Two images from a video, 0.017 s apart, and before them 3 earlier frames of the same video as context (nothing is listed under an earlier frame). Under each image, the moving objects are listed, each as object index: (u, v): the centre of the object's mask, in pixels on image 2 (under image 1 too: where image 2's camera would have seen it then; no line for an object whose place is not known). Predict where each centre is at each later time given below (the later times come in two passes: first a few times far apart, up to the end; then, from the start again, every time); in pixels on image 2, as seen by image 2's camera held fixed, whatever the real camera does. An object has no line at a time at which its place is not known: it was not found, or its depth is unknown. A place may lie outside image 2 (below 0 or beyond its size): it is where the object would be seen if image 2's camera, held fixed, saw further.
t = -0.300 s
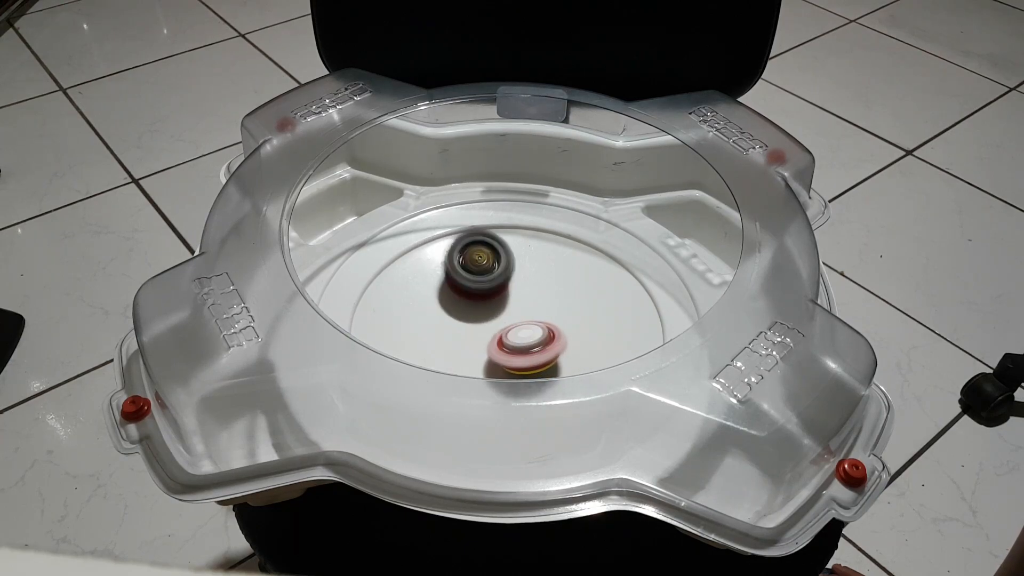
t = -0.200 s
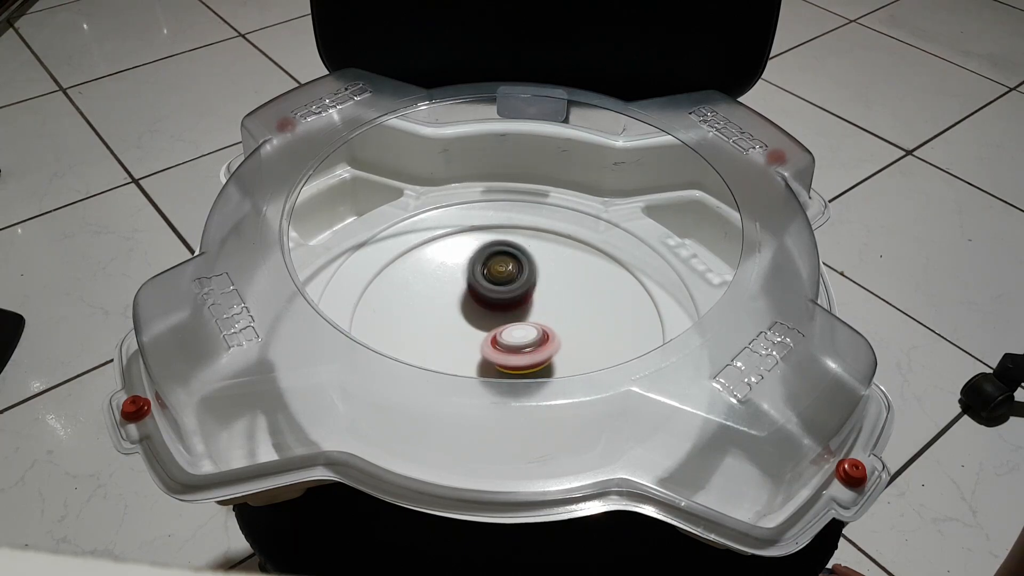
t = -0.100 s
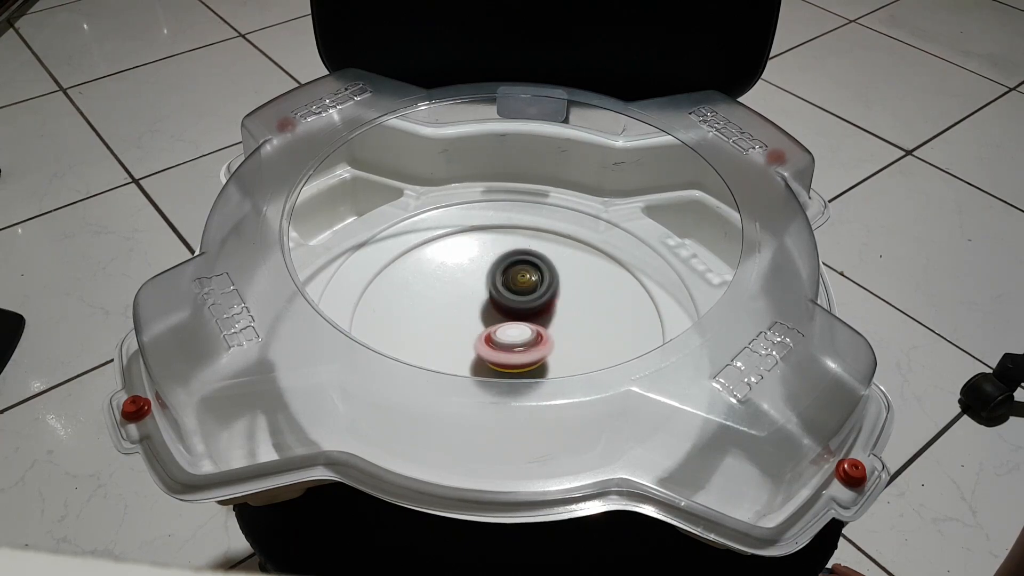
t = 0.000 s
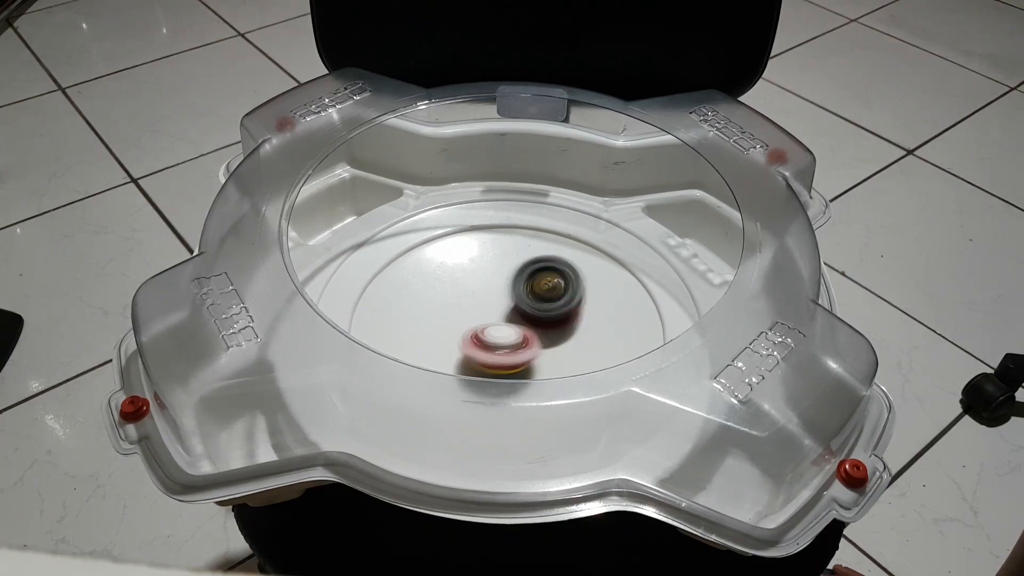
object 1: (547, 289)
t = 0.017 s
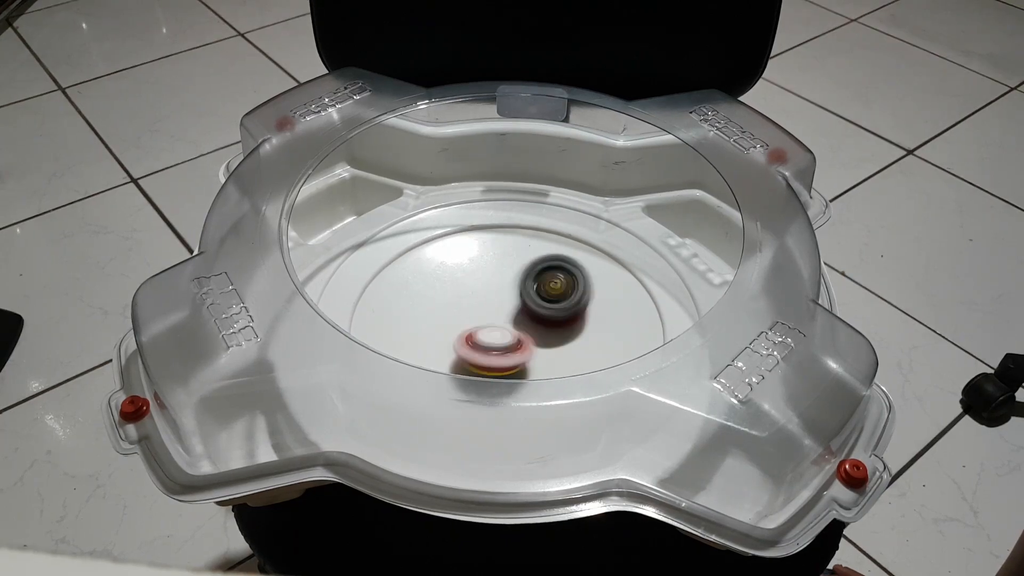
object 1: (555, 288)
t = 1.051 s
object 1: (510, 357)
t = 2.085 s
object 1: (463, 293)
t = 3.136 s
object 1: (550, 334)
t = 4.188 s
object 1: (455, 349)
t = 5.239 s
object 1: (551, 277)
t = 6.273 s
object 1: (487, 356)
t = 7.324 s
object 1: (509, 286)
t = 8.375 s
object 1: (513, 337)
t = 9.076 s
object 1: (537, 295)
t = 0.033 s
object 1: (561, 287)
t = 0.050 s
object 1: (567, 287)
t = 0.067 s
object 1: (571, 286)
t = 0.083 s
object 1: (575, 286)
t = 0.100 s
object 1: (579, 286)
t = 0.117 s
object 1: (582, 286)
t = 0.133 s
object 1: (585, 286)
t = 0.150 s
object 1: (587, 285)
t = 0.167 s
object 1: (589, 286)
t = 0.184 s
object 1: (590, 287)
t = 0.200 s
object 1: (591, 287)
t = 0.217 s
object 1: (592, 287)
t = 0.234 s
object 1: (593, 288)
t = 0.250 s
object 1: (593, 288)
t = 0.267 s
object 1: (593, 289)
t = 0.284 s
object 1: (594, 290)
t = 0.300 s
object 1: (593, 291)
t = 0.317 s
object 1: (593, 293)
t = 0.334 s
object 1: (592, 293)
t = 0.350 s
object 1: (591, 295)
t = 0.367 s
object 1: (590, 295)
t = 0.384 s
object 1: (588, 297)
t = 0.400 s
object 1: (587, 298)
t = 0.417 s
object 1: (585, 300)
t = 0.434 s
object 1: (584, 301)
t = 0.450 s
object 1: (582, 303)
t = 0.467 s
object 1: (580, 306)
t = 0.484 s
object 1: (579, 307)
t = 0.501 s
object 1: (577, 310)
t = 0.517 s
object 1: (576, 312)
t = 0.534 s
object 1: (574, 315)
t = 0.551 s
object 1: (573, 317)
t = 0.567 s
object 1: (570, 321)
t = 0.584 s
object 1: (569, 323)
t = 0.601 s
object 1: (566, 325)
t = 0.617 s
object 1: (564, 328)
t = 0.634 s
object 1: (562, 330)
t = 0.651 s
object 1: (559, 332)
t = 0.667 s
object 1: (557, 334)
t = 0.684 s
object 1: (554, 336)
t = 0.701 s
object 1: (551, 337)
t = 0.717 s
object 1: (548, 340)
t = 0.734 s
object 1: (546, 341)
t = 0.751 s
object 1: (543, 343)
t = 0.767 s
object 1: (540, 345)
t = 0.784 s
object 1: (538, 346)
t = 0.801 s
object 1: (536, 349)
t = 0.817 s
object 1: (534, 350)
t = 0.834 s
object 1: (533, 352)
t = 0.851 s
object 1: (531, 353)
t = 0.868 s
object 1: (529, 354)
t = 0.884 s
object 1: (528, 355)
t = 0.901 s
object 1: (526, 356)
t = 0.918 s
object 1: (525, 356)
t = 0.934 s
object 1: (523, 357)
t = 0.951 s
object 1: (522, 357)
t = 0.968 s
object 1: (519, 357)
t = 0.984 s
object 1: (518, 357)
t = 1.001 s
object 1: (515, 357)
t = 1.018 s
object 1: (514, 357)
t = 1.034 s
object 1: (512, 358)
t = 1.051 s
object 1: (510, 357)
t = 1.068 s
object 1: (508, 358)
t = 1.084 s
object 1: (506, 357)
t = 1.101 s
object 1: (504, 358)
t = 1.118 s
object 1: (501, 358)
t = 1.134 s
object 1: (500, 357)
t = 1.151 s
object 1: (498, 357)
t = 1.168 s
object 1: (496, 356)
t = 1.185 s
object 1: (494, 356)
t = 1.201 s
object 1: (493, 355)
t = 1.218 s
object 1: (491, 355)
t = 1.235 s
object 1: (489, 354)
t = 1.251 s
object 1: (487, 354)
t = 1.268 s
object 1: (484, 353)
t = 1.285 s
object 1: (482, 353)
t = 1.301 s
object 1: (480, 351)
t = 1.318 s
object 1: (479, 351)
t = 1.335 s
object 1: (477, 349)
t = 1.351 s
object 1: (476, 349)
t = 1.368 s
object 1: (474, 346)
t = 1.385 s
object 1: (472, 346)
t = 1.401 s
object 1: (471, 344)
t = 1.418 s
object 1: (470, 342)
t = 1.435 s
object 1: (468, 341)
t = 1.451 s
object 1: (468, 340)
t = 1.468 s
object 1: (467, 339)
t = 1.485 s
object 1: (467, 337)
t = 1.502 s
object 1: (466, 336)
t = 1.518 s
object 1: (466, 334)
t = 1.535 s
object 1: (465, 333)
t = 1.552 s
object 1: (465, 331)
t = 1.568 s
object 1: (465, 330)
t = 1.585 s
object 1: (465, 328)
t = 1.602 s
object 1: (464, 327)
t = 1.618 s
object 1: (464, 325)
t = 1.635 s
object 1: (464, 323)
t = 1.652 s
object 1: (463, 322)
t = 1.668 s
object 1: (462, 321)
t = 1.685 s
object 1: (461, 320)
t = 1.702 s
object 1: (461, 319)
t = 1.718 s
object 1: (460, 318)
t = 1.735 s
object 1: (460, 317)
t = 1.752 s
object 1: (460, 316)
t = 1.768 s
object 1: (460, 315)
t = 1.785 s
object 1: (460, 314)
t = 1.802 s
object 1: (459, 314)
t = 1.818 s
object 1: (458, 312)
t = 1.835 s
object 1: (459, 312)
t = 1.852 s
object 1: (458, 310)
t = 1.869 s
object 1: (459, 310)
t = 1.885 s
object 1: (459, 308)
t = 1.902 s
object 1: (460, 308)
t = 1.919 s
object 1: (460, 306)
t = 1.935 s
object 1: (461, 306)
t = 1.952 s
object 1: (460, 304)
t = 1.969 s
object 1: (459, 302)
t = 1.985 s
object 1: (459, 301)
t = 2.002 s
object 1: (459, 299)
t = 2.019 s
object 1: (460, 298)
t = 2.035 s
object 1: (460, 296)
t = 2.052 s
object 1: (461, 295)
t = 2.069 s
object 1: (462, 294)
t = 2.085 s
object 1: (463, 293)
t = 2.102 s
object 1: (465, 292)
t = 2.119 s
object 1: (466, 291)
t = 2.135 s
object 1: (468, 291)
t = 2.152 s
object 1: (469, 290)
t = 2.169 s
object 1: (472, 290)
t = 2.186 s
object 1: (473, 289)
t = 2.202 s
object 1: (476, 289)
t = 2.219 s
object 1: (477, 288)
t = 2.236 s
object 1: (480, 288)
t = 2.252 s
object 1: (482, 288)
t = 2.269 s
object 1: (484, 288)
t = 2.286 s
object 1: (486, 288)
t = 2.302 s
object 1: (489, 288)
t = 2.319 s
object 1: (491, 288)
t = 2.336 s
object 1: (494, 288)
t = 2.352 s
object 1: (496, 289)
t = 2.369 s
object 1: (498, 289)
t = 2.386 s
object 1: (500, 289)
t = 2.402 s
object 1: (503, 290)
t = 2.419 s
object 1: (505, 290)
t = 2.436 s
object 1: (507, 291)
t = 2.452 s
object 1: (509, 293)
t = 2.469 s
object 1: (511, 293)
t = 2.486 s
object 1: (513, 294)
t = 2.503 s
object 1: (516, 294)
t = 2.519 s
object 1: (518, 295)
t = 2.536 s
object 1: (520, 296)
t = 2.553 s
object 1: (522, 297)
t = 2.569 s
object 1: (525, 297)
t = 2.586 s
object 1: (527, 298)
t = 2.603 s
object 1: (531, 298)
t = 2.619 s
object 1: (533, 299)
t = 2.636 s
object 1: (536, 299)
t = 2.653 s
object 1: (538, 300)
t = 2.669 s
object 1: (541, 300)
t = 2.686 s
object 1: (543, 300)
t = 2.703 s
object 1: (545, 301)
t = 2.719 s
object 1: (547, 302)
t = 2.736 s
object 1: (548, 302)
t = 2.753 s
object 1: (550, 304)
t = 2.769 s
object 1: (551, 304)
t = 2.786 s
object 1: (552, 306)
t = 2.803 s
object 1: (553, 306)
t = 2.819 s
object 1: (554, 308)
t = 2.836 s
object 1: (555, 309)
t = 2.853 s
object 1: (556, 311)
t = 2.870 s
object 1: (556, 312)
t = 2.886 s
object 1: (557, 313)
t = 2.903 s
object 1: (556, 314)
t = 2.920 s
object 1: (557, 315)
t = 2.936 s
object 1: (556, 318)
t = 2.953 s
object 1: (556, 318)
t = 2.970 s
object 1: (555, 320)
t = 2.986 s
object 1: (555, 321)
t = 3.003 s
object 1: (554, 323)
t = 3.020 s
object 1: (554, 324)
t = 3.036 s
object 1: (553, 326)
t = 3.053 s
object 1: (553, 327)
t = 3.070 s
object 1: (551, 329)
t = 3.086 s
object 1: (551, 330)
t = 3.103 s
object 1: (551, 331)
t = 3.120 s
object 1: (550, 332)
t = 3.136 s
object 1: (550, 334)
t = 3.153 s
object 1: (549, 335)
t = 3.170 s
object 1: (548, 336)
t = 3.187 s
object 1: (547, 337)
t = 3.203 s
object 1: (546, 338)
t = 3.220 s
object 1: (543, 339)
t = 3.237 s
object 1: (542, 340)
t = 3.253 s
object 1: (540, 341)
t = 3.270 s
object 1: (538, 341)
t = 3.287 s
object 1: (536, 343)
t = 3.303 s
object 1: (538, 344)
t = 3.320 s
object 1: (543, 346)
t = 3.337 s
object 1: (548, 347)
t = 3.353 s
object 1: (551, 348)
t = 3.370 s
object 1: (555, 350)
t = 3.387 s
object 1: (556, 351)
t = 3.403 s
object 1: (558, 352)
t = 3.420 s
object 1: (558, 352)
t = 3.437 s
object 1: (559, 354)
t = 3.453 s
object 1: (558, 355)
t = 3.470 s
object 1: (558, 356)
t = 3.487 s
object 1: (557, 357)
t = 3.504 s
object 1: (556, 358)
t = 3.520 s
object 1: (555, 359)
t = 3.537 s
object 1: (554, 360)
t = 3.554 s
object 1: (552, 361)
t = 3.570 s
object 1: (550, 362)
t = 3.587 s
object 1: (549, 363)
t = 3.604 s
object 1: (547, 364)
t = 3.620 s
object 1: (545, 364)
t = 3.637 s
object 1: (543, 365)
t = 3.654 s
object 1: (540, 366)
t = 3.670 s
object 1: (538, 367)
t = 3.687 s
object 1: (536, 367)
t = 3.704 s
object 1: (534, 368)
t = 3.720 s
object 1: (530, 368)
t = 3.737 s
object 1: (528, 369)
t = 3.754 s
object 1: (526, 369)
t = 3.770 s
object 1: (522, 369)
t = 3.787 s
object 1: (520, 369)
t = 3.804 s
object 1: (517, 369)
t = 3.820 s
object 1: (514, 370)
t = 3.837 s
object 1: (511, 370)
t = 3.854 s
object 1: (508, 369)
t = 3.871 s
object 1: (505, 369)
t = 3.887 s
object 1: (502, 369)
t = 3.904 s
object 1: (499, 369)
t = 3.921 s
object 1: (496, 368)
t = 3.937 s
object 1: (493, 368)
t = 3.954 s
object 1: (490, 367)
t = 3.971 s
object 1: (487, 366)
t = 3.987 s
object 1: (483, 365)
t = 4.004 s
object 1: (480, 364)
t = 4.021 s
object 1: (478, 364)
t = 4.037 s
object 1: (475, 362)
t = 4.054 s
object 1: (472, 361)
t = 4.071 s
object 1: (469, 360)
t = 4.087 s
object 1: (467, 359)
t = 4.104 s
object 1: (464, 357)
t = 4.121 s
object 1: (462, 356)
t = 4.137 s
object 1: (461, 355)
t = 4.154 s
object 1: (459, 352)
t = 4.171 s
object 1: (457, 351)
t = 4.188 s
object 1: (455, 349)
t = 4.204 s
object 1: (454, 348)
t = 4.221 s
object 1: (452, 345)
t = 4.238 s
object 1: (451, 342)
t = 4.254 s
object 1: (450, 340)
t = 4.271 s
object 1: (449, 337)
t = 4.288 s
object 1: (448, 335)
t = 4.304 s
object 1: (447, 332)
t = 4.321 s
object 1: (447, 329)
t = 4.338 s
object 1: (447, 327)
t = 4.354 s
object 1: (446, 324)
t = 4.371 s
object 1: (446, 321)
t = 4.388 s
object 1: (446, 319)
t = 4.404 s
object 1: (447, 317)
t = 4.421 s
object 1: (447, 314)
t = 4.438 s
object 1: (447, 311)
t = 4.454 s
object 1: (448, 309)
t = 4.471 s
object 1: (448, 306)
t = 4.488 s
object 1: (449, 304)
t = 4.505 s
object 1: (450, 302)
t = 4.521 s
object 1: (451, 299)
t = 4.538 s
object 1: (452, 297)
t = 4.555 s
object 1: (454, 295)
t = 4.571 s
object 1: (455, 293)
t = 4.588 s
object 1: (456, 291)
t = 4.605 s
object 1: (458, 289)
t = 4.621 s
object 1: (459, 287)
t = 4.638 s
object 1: (461, 285)
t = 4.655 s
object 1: (463, 284)
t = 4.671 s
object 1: (465, 282)
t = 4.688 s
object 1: (467, 281)
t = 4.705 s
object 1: (469, 279)
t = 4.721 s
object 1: (471, 278)
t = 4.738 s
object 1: (474, 276)
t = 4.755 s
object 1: (476, 275)
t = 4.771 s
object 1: (479, 274)
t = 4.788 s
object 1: (481, 272)
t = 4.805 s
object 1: (483, 271)
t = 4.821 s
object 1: (486, 270)
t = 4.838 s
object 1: (489, 270)
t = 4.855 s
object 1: (491, 268)
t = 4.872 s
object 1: (494, 268)
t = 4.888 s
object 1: (497, 267)
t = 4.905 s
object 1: (499, 266)
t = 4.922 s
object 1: (502, 266)
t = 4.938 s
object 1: (505, 266)
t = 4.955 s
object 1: (508, 265)
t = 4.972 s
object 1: (510, 265)
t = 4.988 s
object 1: (513, 265)
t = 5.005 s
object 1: (516, 265)
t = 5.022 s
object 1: (519, 265)
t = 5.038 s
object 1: (521, 266)
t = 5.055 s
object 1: (524, 266)
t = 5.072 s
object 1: (527, 267)
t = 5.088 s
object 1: (529, 267)
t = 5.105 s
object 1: (532, 267)
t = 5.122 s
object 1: (535, 268)
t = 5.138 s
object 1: (537, 269)
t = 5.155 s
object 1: (540, 270)
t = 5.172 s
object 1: (542, 271)
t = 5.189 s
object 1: (544, 272)
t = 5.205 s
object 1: (546, 274)
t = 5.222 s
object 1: (549, 276)
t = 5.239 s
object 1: (551, 277)
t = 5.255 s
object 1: (553, 278)
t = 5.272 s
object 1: (554, 280)
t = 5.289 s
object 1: (556, 281)
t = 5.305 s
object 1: (558, 284)
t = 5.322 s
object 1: (560, 285)
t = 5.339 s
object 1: (561, 287)
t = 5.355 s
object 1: (562, 289)
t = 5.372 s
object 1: (564, 291)
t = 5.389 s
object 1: (565, 293)
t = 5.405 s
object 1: (566, 295)
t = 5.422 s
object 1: (567, 297)
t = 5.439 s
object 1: (567, 300)
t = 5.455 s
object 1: (568, 301)
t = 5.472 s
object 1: (568, 304)
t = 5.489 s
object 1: (568, 306)
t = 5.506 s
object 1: (569, 309)
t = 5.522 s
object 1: (568, 311)
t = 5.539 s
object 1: (568, 314)
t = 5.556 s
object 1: (568, 317)
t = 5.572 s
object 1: (567, 319)
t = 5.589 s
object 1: (566, 322)
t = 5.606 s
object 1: (565, 324)
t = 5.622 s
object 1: (564, 326)
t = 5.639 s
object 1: (563, 329)
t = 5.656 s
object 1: (565, 331)
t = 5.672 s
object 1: (566, 332)
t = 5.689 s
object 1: (567, 334)
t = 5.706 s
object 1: (567, 336)
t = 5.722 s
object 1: (567, 337)
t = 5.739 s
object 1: (566, 340)
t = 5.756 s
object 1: (565, 341)
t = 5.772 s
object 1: (564, 343)
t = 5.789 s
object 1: (563, 345)
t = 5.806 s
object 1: (562, 346)
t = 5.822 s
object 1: (560, 347)
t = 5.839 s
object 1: (559, 348)
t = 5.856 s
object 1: (557, 349)
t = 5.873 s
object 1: (555, 350)
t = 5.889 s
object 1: (553, 351)
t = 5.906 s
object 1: (550, 352)
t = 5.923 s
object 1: (548, 353)
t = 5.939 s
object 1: (546, 353)
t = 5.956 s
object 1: (543, 354)
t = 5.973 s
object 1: (540, 355)
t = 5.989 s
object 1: (538, 355)
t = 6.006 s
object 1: (535, 356)
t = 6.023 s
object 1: (532, 356)
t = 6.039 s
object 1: (528, 356)
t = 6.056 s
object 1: (526, 357)
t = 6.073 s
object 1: (523, 357)
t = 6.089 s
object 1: (519, 357)
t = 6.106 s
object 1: (517, 357)
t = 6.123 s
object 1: (513, 357)
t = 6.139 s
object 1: (510, 357)
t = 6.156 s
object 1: (507, 357)
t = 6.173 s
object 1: (504, 356)
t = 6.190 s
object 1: (501, 356)
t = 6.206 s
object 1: (498, 356)
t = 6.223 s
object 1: (494, 355)
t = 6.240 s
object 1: (491, 355)
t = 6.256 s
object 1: (488, 355)
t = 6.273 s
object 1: (487, 356)
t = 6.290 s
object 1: (485, 356)
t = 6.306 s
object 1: (482, 356)
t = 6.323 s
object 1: (480, 356)
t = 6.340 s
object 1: (477, 356)
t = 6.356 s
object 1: (475, 356)
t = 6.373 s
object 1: (473, 355)
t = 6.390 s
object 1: (471, 355)
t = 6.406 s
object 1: (469, 354)
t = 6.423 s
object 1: (467, 354)
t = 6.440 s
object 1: (465, 354)
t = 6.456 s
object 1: (463, 353)
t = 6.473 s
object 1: (462, 352)
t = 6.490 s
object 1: (460, 352)
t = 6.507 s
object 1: (459, 351)
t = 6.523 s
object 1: (457, 350)
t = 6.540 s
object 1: (456, 349)
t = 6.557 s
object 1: (455, 348)
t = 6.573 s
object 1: (454, 347)
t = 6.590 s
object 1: (453, 346)
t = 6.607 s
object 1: (452, 345)
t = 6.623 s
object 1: (452, 344)
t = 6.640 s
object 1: (452, 342)
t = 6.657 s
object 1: (451, 341)
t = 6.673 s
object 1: (451, 339)
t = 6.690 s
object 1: (452, 337)
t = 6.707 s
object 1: (452, 335)
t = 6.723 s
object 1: (452, 333)
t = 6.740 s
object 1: (452, 331)
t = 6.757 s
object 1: (453, 329)
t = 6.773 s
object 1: (453, 327)
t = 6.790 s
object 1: (454, 325)
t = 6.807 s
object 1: (455, 325)
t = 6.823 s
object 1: (456, 323)
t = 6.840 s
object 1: (457, 320)
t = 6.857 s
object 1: (459, 319)
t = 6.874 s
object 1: (460, 317)
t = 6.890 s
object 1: (461, 315)
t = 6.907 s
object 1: (462, 314)
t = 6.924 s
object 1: (465, 311)
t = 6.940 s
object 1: (467, 309)
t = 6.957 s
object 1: (469, 308)
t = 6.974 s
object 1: (471, 306)
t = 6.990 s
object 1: (472, 306)
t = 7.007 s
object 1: (474, 304)
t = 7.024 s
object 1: (476, 302)
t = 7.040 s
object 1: (477, 302)
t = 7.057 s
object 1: (479, 300)
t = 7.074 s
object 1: (481, 298)
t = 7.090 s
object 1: (482, 297)
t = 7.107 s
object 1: (484, 296)
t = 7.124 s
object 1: (486, 294)
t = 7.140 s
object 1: (488, 293)
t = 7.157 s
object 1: (490, 292)
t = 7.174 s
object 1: (492, 291)
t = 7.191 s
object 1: (494, 291)
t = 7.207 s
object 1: (496, 289)
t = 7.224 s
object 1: (498, 289)
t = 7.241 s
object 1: (499, 288)
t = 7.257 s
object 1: (501, 287)
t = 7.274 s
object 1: (503, 287)
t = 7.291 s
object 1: (505, 286)
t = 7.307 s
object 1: (507, 286)
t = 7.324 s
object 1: (509, 286)
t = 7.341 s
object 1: (511, 285)
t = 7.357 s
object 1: (513, 285)
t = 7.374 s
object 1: (515, 285)
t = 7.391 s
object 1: (517, 285)
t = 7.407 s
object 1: (518, 285)
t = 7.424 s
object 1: (520, 286)
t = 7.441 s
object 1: (522, 286)
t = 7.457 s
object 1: (524, 287)
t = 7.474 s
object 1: (525, 287)
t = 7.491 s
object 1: (527, 287)
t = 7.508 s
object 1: (529, 288)
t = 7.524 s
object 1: (530, 288)
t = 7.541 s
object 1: (531, 289)
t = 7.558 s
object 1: (533, 291)
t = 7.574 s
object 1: (534, 291)
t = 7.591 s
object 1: (536, 292)
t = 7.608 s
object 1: (537, 293)
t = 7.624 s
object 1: (538, 294)
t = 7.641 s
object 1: (539, 296)
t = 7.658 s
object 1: (540, 297)
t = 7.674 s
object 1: (541, 298)
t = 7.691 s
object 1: (541, 300)
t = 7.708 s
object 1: (542, 301)
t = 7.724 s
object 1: (542, 302)
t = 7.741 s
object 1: (543, 304)
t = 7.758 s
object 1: (543, 305)
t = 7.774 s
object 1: (543, 307)
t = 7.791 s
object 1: (543, 308)
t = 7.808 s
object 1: (543, 310)
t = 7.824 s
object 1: (543, 311)
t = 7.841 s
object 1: (544, 312)
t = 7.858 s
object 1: (544, 313)
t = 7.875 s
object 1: (544, 315)
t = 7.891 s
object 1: (543, 317)
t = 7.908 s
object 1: (542, 318)
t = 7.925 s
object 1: (542, 319)
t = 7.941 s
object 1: (541, 319)
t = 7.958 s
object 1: (541, 320)
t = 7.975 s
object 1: (540, 322)
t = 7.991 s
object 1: (539, 323)
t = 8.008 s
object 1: (538, 324)
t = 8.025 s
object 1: (537, 326)
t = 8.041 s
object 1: (535, 327)
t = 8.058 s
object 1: (534, 328)
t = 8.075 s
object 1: (533, 329)
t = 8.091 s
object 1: (531, 331)
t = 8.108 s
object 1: (530, 332)
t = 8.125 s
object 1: (528, 332)
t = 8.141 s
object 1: (526, 333)
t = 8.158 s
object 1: (524, 335)
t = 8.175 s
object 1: (523, 335)
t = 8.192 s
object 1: (521, 335)
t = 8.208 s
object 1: (519, 336)
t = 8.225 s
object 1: (517, 337)
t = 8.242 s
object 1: (515, 337)
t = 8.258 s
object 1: (514, 338)
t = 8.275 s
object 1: (513, 338)
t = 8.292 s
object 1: (514, 338)
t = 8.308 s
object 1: (515, 338)
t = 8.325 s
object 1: (515, 338)
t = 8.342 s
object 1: (514, 338)
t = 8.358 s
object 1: (514, 337)
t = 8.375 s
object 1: (513, 337)
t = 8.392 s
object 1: (512, 337)
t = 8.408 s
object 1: (511, 336)
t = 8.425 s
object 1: (511, 336)
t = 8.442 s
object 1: (509, 336)
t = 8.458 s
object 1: (508, 335)
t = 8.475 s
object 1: (508, 335)
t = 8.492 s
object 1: (506, 334)
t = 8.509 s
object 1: (505, 333)
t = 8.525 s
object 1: (504, 332)
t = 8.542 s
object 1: (503, 331)
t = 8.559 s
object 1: (502, 330)
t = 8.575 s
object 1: (501, 329)
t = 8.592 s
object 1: (499, 328)
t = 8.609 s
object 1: (500, 328)
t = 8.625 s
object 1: (506, 327)
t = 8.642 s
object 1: (514, 328)
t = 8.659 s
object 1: (519, 327)
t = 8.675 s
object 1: (526, 327)
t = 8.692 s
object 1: (530, 327)
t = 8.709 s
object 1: (533, 326)
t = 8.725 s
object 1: (535, 325)
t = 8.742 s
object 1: (537, 324)
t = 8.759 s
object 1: (538, 323)
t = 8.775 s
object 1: (538, 322)
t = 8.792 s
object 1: (539, 320)
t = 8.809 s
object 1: (539, 318)
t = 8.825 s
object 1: (539, 316)
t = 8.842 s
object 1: (540, 314)
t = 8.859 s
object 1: (540, 312)
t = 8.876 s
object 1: (541, 311)
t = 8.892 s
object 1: (541, 309)
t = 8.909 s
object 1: (541, 307)
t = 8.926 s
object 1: (541, 306)
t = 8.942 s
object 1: (541, 304)
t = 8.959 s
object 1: (541, 303)
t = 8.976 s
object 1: (541, 301)
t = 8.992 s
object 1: (540, 300)
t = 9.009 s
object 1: (540, 299)
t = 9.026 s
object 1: (540, 298)
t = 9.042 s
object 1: (538, 296)
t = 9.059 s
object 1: (537, 295)
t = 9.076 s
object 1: (537, 295)
